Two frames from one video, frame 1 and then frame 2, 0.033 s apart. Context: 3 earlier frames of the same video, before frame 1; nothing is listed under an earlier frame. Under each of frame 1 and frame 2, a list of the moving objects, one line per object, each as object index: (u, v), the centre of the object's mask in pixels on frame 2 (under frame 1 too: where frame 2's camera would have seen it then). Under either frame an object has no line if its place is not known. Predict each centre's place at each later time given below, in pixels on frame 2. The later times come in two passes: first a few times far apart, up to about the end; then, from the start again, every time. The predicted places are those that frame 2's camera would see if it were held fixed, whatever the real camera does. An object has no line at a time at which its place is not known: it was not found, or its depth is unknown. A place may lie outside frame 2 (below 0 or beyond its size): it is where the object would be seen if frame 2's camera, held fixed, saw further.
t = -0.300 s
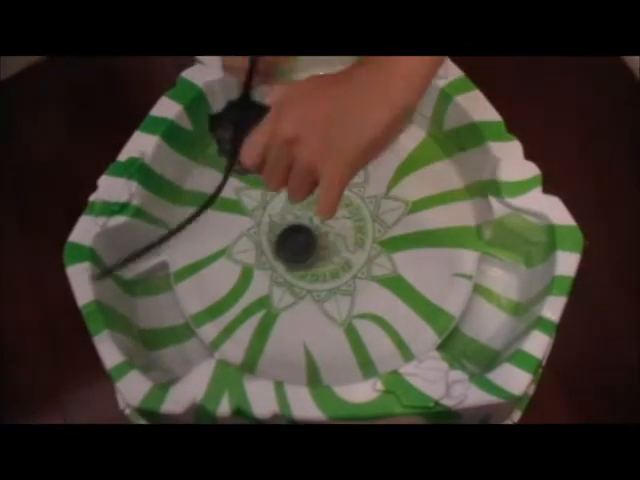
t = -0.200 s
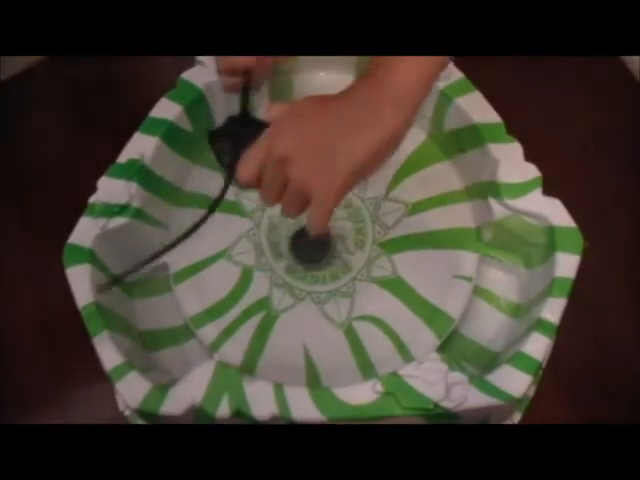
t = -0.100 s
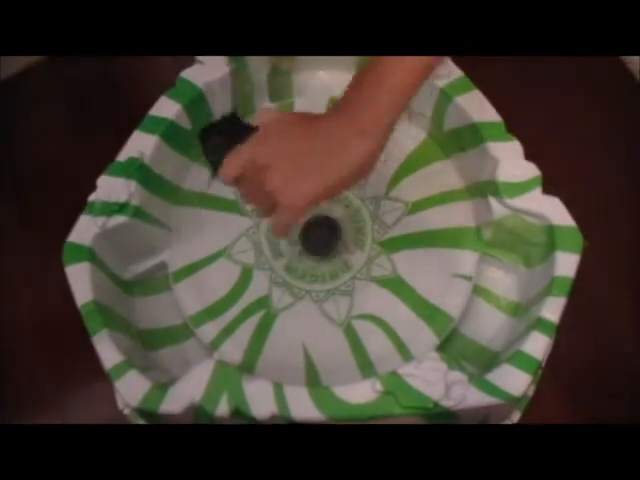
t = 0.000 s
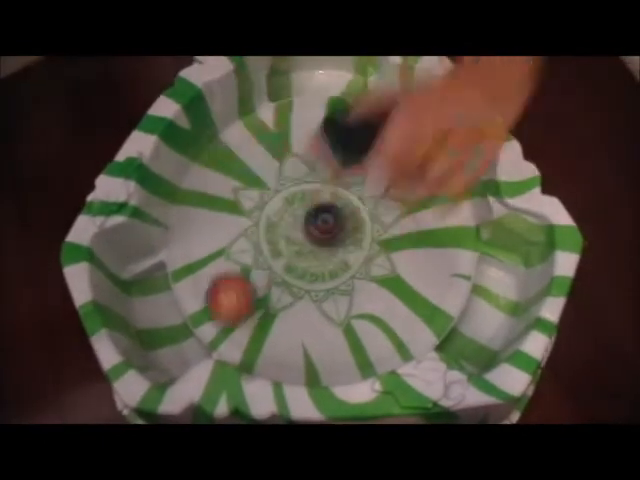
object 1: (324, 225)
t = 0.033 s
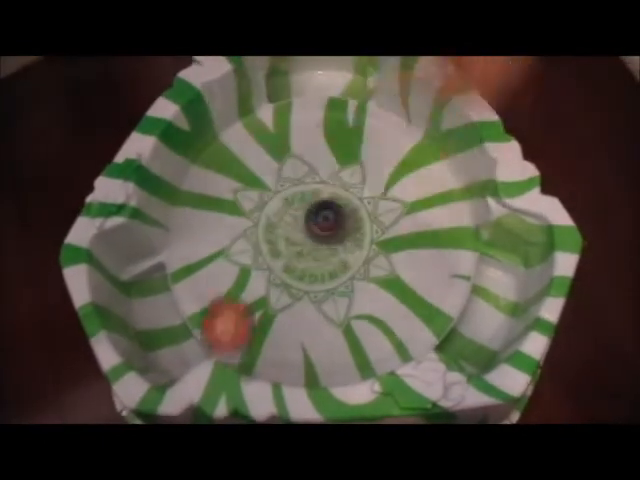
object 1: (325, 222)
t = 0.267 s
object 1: (328, 208)
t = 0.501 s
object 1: (314, 204)
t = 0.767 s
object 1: (312, 217)
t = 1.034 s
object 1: (336, 218)
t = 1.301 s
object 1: (340, 207)
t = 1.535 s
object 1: (324, 215)
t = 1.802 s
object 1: (339, 241)
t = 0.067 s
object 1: (328, 218)
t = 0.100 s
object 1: (329, 217)
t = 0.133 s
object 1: (329, 216)
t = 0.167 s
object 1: (329, 215)
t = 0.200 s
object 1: (329, 214)
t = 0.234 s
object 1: (328, 211)
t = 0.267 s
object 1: (328, 208)
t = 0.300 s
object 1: (327, 206)
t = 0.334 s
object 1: (325, 204)
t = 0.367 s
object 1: (323, 203)
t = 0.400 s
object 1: (321, 203)
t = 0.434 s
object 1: (319, 203)
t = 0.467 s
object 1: (316, 203)
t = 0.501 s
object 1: (314, 204)
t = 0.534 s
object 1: (312, 206)
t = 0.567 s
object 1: (310, 208)
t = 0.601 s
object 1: (309, 209)
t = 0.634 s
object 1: (308, 211)
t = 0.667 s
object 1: (308, 213)
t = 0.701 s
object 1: (308, 215)
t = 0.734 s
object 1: (310, 216)
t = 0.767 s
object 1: (312, 217)
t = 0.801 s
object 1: (314, 218)
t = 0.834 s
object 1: (317, 219)
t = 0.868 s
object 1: (319, 219)
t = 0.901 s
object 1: (323, 219)
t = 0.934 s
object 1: (326, 219)
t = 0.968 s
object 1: (329, 219)
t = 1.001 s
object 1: (332, 218)
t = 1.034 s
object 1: (336, 218)
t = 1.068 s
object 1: (338, 218)
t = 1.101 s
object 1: (340, 216)
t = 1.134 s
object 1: (342, 215)
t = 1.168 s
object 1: (343, 214)
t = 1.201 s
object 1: (343, 212)
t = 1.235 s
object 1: (343, 210)
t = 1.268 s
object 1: (341, 208)
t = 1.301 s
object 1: (340, 207)
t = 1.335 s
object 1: (337, 205)
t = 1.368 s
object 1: (334, 206)
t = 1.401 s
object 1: (332, 206)
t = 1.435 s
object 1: (329, 207)
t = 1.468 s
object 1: (327, 210)
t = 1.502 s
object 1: (325, 213)
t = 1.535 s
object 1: (324, 215)
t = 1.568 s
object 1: (325, 219)
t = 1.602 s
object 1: (325, 223)
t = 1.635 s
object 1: (326, 227)
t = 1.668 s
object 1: (328, 230)
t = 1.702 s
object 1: (330, 234)
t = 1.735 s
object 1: (332, 237)
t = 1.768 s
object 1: (335, 240)
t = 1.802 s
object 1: (339, 241)
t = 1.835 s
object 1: (342, 243)
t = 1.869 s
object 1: (345, 245)
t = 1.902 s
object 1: (348, 245)
